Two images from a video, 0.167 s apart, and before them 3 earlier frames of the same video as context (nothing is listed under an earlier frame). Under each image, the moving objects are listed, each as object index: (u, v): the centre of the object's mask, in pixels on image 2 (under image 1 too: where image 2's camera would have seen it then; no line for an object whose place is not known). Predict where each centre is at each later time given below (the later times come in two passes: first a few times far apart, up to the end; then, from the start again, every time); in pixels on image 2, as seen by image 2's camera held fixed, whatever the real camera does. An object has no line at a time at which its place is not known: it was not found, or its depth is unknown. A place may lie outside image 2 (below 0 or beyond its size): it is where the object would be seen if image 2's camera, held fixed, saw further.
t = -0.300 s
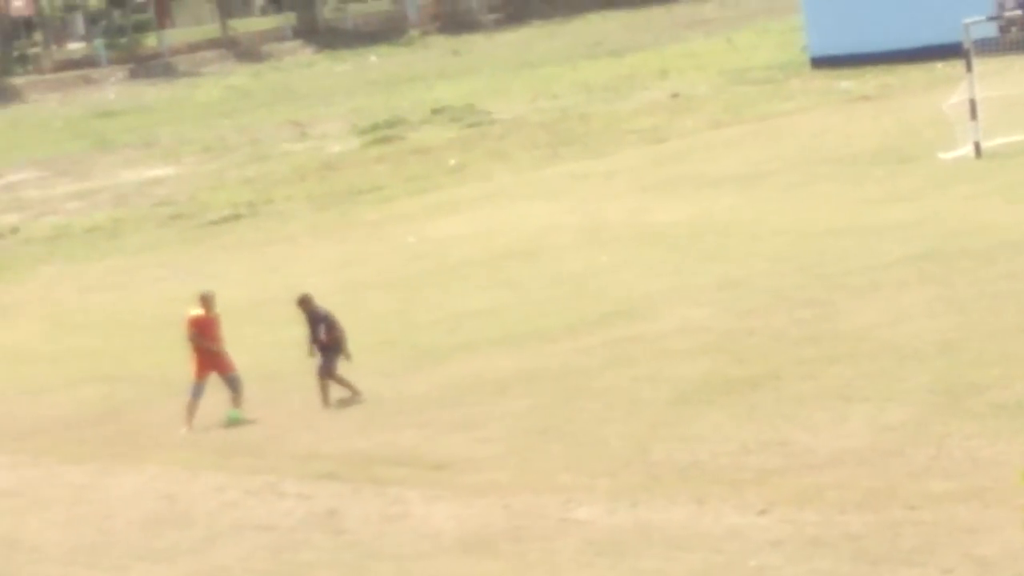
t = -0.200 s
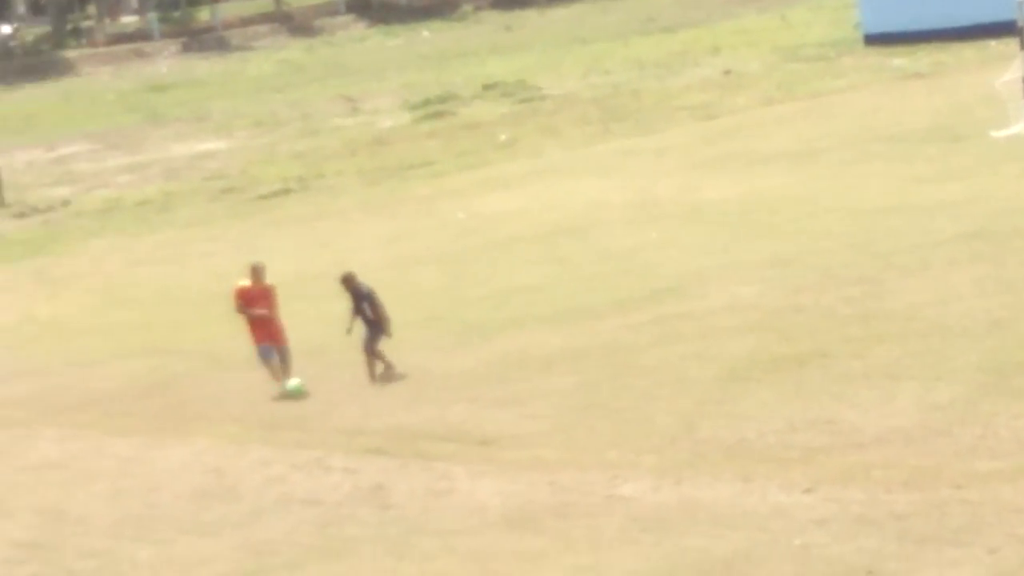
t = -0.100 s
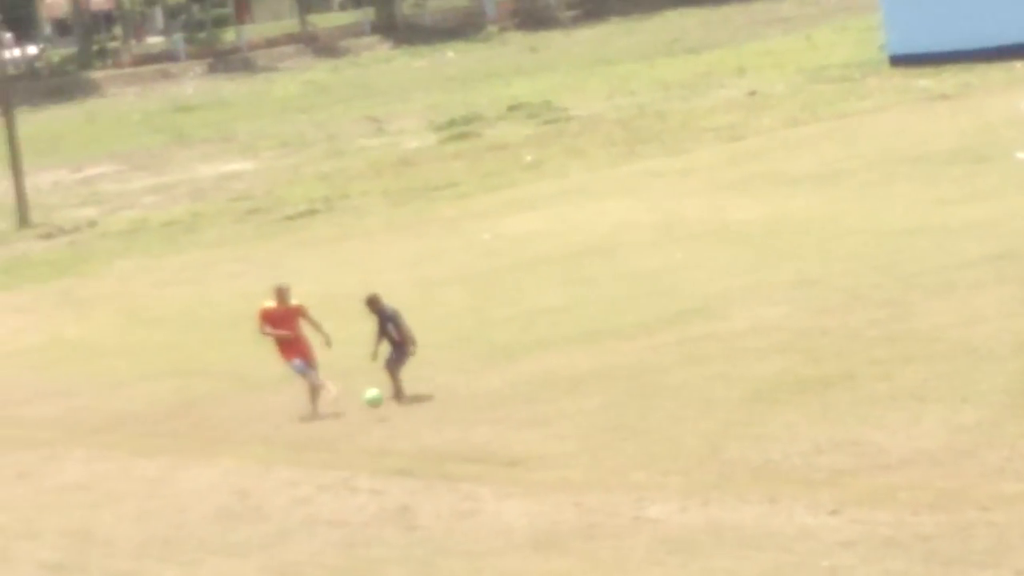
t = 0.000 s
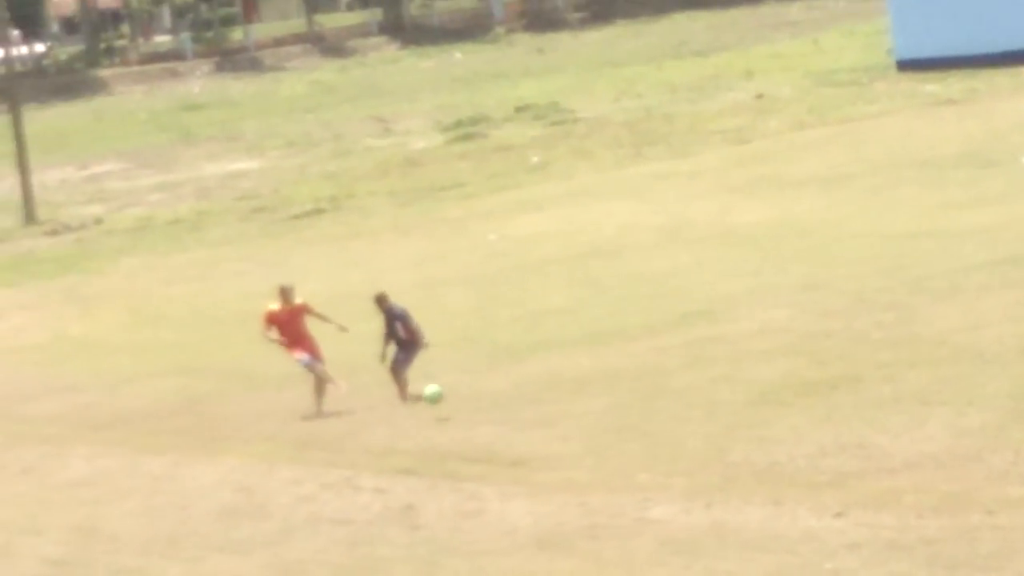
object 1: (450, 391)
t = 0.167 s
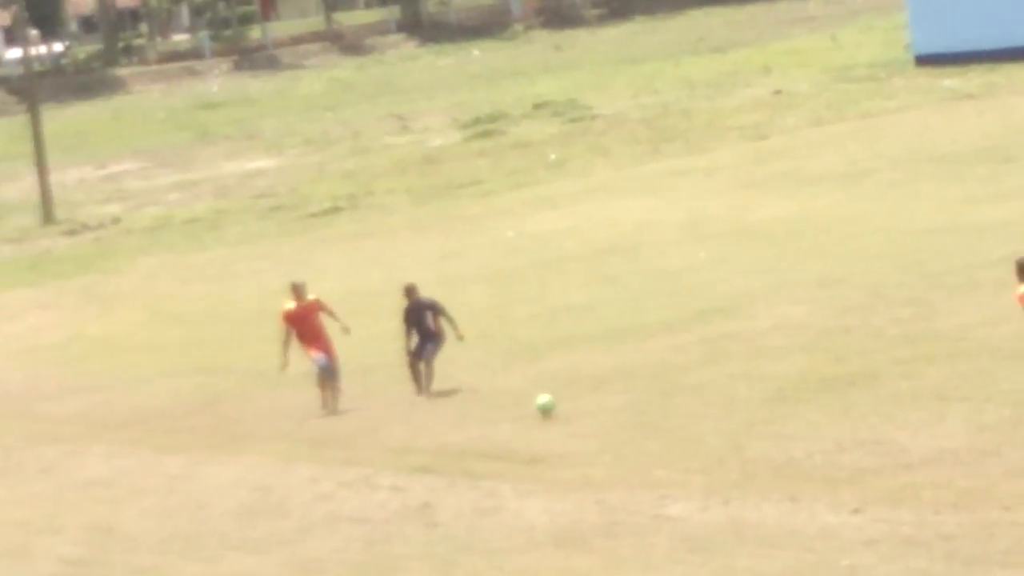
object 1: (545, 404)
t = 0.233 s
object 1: (580, 409)
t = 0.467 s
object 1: (659, 391)
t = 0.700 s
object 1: (743, 414)
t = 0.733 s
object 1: (752, 412)
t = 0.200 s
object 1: (565, 408)
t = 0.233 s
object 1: (580, 409)
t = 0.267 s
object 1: (591, 403)
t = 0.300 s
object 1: (602, 398)
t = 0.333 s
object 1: (613, 395)
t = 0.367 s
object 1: (625, 393)
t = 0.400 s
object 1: (636, 392)
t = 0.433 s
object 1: (648, 390)
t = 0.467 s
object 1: (659, 391)
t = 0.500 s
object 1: (672, 393)
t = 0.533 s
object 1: (683, 396)
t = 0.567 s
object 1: (695, 399)
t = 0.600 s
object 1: (708, 404)
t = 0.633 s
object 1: (720, 411)
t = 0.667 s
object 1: (733, 415)
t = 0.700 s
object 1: (743, 414)
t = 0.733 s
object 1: (752, 412)
